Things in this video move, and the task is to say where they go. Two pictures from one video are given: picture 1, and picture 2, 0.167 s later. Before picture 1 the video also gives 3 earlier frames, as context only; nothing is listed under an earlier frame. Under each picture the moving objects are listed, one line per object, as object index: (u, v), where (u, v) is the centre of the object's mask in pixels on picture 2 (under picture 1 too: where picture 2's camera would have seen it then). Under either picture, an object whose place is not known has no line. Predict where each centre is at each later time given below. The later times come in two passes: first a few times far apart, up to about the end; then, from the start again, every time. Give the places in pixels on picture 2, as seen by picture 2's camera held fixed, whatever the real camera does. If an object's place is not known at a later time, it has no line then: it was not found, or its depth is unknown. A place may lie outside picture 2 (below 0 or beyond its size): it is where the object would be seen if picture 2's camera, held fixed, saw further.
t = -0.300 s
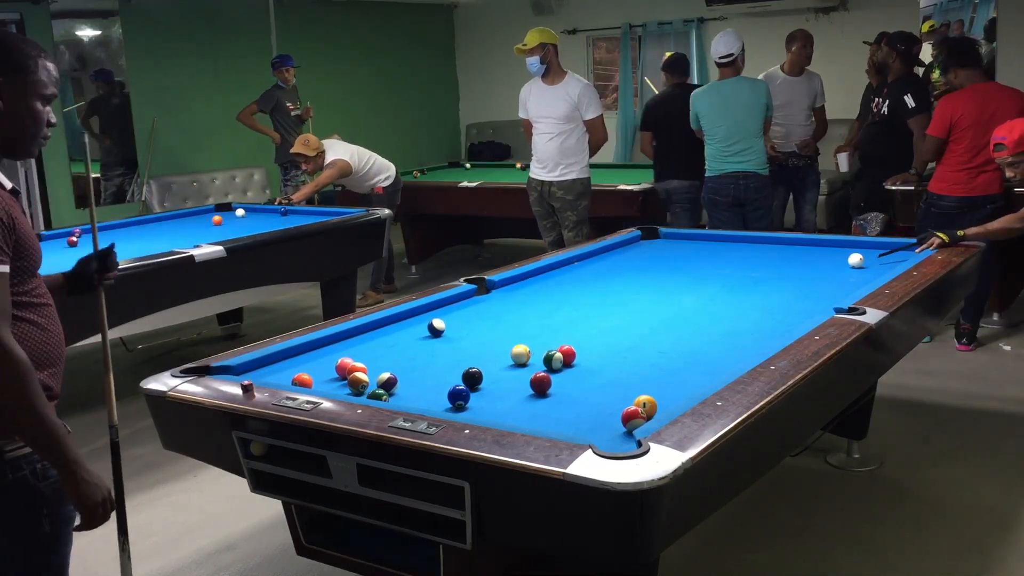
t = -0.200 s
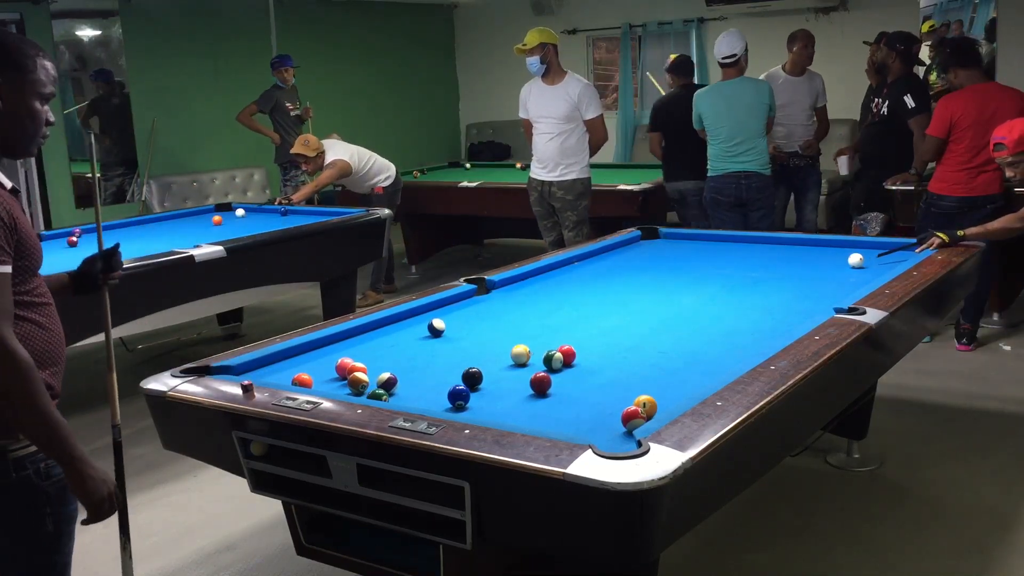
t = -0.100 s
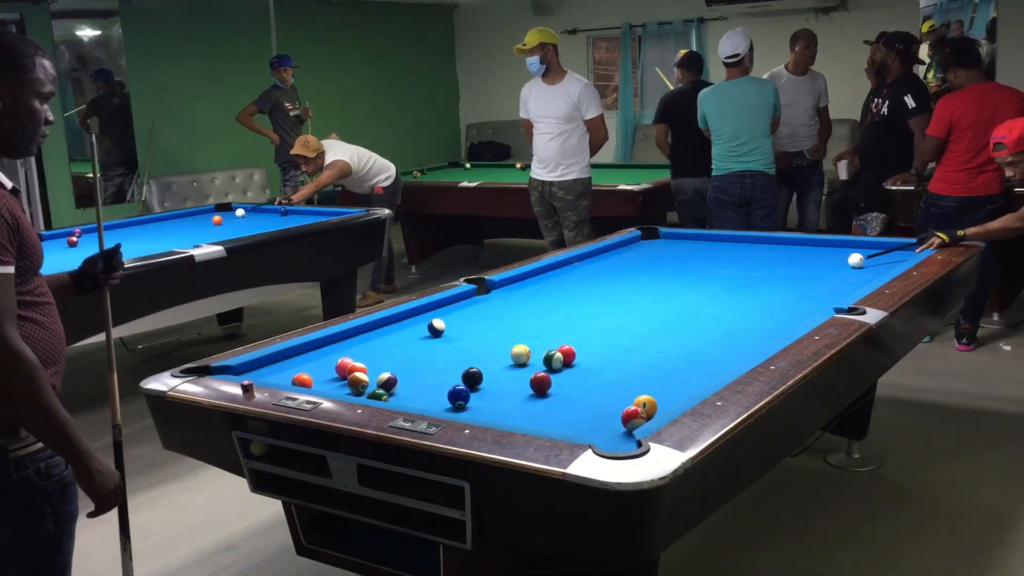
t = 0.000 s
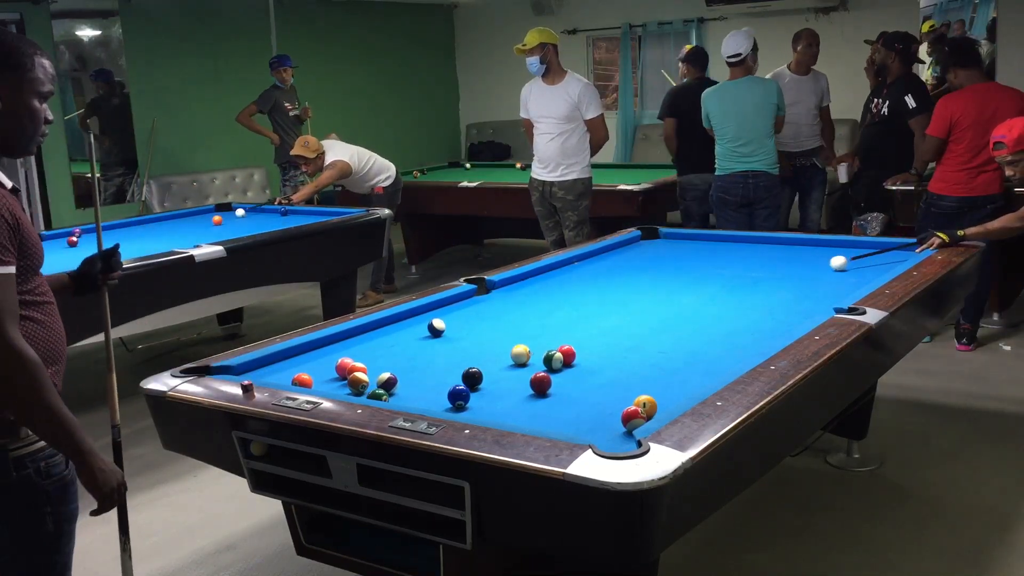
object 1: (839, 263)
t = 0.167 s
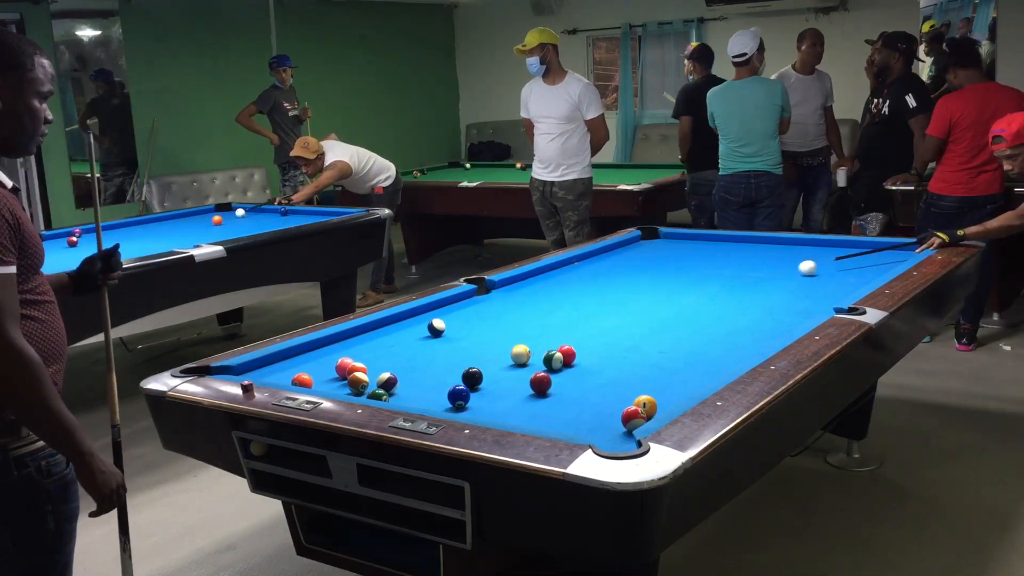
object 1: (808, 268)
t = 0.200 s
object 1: (801, 269)
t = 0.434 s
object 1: (757, 276)
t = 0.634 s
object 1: (719, 282)
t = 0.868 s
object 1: (675, 289)
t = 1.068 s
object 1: (636, 295)
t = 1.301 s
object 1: (591, 302)
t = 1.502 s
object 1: (552, 308)
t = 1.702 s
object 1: (512, 314)
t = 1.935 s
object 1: (466, 321)
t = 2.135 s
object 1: (443, 324)
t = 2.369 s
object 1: (427, 324)
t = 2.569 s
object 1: (416, 325)
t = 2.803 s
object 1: (403, 325)
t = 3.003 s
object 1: (394, 325)
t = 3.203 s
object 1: (385, 325)
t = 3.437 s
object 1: (378, 325)
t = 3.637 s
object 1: (379, 326)
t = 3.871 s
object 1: (380, 326)
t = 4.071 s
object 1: (380, 326)
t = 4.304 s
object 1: (380, 326)
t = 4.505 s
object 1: (380, 326)
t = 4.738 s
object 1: (380, 326)
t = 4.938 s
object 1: (380, 326)
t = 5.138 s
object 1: (380, 326)
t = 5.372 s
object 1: (380, 326)
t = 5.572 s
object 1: (380, 326)
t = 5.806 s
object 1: (380, 326)
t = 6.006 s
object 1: (380, 326)
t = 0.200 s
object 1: (801, 269)
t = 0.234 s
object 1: (795, 270)
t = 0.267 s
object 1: (789, 271)
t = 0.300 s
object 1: (782, 272)
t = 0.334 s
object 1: (776, 273)
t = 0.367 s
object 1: (770, 274)
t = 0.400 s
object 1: (764, 275)
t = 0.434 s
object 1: (757, 276)
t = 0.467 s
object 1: (751, 277)
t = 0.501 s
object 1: (745, 278)
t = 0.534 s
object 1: (738, 279)
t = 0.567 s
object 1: (732, 280)
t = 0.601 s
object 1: (726, 281)
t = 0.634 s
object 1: (719, 282)
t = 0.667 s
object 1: (713, 283)
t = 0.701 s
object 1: (707, 284)
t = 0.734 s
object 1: (700, 285)
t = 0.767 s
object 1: (694, 286)
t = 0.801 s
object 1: (688, 287)
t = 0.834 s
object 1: (681, 288)
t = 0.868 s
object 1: (675, 289)
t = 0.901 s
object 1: (669, 290)
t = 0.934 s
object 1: (662, 291)
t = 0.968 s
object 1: (656, 292)
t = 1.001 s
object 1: (649, 293)
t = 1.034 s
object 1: (643, 294)
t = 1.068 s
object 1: (636, 295)
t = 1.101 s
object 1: (630, 296)
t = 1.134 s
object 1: (623, 297)
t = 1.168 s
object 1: (617, 298)
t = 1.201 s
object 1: (611, 299)
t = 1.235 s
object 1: (604, 300)
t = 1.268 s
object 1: (598, 301)
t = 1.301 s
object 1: (591, 302)
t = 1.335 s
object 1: (584, 303)
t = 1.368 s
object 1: (578, 304)
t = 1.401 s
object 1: (571, 305)
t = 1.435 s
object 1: (565, 306)
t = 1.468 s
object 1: (558, 307)
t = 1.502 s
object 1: (552, 308)
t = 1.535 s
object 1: (545, 309)
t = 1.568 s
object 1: (538, 310)
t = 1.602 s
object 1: (532, 311)
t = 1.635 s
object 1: (526, 312)
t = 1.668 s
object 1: (519, 313)
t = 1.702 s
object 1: (512, 314)
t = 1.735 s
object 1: (506, 315)
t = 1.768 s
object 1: (499, 316)
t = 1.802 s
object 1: (492, 317)
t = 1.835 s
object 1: (486, 318)
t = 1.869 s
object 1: (479, 319)
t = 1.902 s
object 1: (472, 321)
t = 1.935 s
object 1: (466, 321)
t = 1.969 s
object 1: (459, 323)
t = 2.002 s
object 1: (453, 324)
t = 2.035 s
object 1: (450, 324)
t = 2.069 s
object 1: (447, 324)
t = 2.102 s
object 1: (445, 324)
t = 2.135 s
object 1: (443, 324)
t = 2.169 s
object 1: (440, 324)
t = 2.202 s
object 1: (438, 324)
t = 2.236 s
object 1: (436, 324)
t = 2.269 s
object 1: (434, 324)
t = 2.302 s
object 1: (432, 324)
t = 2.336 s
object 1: (430, 324)
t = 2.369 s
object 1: (427, 324)
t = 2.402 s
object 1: (425, 324)
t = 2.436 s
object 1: (423, 324)
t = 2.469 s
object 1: (421, 324)
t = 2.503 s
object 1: (419, 324)
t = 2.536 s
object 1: (417, 325)
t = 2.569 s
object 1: (416, 325)
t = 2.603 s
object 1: (413, 325)
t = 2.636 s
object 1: (412, 325)
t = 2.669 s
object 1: (410, 325)
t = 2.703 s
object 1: (408, 325)
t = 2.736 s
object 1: (406, 325)
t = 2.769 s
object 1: (405, 325)
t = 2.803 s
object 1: (403, 325)
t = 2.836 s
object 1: (401, 325)
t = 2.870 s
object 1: (400, 325)
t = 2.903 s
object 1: (398, 325)
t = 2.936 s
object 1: (397, 325)
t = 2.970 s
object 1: (395, 325)
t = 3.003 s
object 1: (394, 325)
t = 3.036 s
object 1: (392, 325)
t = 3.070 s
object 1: (391, 325)
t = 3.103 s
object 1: (389, 325)
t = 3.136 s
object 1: (388, 325)
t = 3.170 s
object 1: (387, 325)
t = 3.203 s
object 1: (385, 325)
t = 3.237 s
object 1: (384, 325)
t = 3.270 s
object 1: (383, 325)
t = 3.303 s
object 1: (382, 325)
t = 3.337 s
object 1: (381, 325)
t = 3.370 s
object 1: (380, 325)
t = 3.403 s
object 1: (379, 325)
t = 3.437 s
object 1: (378, 325)
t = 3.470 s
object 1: (378, 325)
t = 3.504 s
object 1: (378, 325)
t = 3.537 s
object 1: (378, 325)
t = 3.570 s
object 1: (379, 325)
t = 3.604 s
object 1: (379, 326)
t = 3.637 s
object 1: (379, 326)
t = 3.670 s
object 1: (379, 326)
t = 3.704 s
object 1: (379, 326)
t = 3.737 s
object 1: (379, 326)
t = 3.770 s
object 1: (379, 326)
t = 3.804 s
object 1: (379, 326)
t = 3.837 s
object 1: (379, 326)
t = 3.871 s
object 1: (380, 326)
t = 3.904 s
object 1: (380, 326)
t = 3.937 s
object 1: (380, 326)
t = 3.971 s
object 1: (380, 326)
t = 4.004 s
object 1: (380, 326)
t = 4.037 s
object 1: (380, 326)
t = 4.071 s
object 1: (380, 326)
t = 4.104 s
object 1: (380, 326)
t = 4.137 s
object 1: (380, 326)
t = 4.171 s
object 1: (380, 326)
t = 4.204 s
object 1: (380, 326)
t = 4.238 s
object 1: (380, 326)
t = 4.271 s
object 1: (380, 326)
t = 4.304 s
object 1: (380, 326)
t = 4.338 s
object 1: (380, 326)
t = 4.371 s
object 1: (380, 326)
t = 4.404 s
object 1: (380, 326)
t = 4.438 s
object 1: (380, 326)
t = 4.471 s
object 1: (380, 326)
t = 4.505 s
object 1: (380, 326)
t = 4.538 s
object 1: (380, 326)
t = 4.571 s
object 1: (380, 326)
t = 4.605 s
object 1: (380, 326)
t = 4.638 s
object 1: (380, 326)
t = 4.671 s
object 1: (380, 326)
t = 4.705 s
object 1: (380, 326)
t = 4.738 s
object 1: (380, 326)
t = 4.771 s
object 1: (380, 326)
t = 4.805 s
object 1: (380, 326)
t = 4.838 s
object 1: (380, 326)
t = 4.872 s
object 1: (380, 326)
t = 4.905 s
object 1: (380, 326)
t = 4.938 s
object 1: (380, 326)
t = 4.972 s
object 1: (380, 326)
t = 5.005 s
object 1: (380, 326)
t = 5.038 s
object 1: (380, 326)
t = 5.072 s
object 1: (380, 326)
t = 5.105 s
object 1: (380, 326)
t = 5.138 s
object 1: (380, 326)
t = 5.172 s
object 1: (380, 326)
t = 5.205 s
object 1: (380, 326)
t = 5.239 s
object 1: (380, 326)
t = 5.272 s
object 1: (380, 326)
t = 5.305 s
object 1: (380, 326)
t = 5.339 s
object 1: (380, 326)
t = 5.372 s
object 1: (380, 326)
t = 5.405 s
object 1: (380, 326)
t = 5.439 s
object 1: (380, 326)
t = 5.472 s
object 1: (380, 326)
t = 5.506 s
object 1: (380, 326)
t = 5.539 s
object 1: (380, 326)
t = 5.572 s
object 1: (380, 326)
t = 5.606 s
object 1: (380, 326)
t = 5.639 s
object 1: (380, 326)
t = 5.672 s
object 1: (380, 326)
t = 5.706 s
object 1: (380, 326)
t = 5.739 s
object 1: (380, 326)
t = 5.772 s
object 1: (380, 326)
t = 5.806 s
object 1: (380, 326)
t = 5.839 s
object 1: (380, 326)
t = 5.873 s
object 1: (380, 326)
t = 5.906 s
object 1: (380, 326)
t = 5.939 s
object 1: (380, 326)
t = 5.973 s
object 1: (380, 326)
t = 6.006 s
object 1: (380, 326)
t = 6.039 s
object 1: (380, 326)
